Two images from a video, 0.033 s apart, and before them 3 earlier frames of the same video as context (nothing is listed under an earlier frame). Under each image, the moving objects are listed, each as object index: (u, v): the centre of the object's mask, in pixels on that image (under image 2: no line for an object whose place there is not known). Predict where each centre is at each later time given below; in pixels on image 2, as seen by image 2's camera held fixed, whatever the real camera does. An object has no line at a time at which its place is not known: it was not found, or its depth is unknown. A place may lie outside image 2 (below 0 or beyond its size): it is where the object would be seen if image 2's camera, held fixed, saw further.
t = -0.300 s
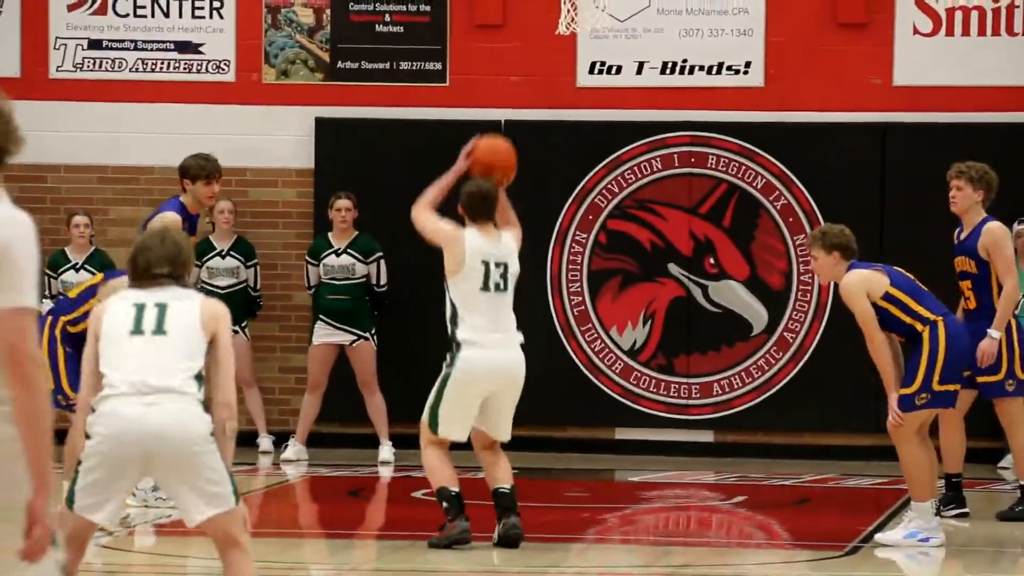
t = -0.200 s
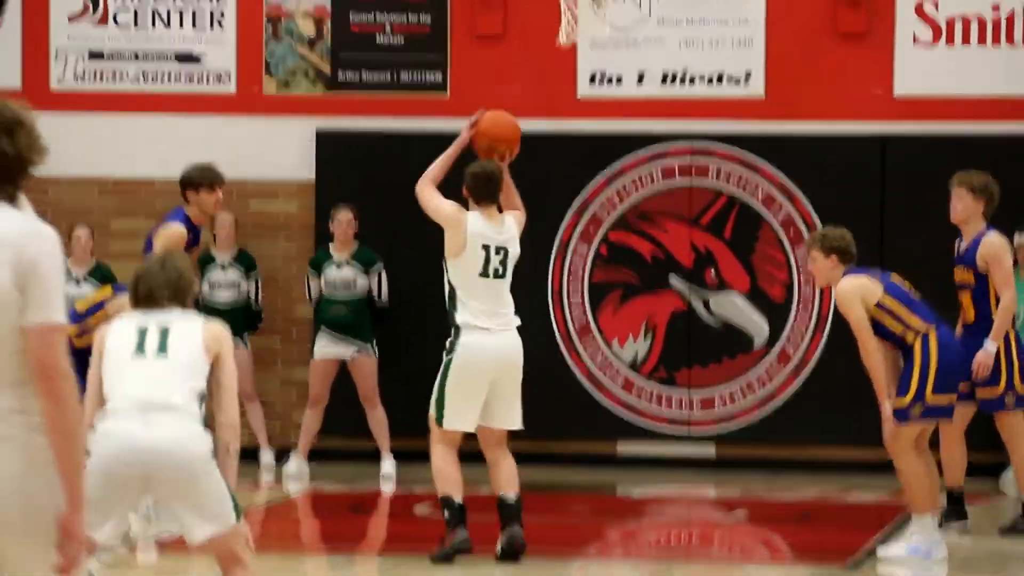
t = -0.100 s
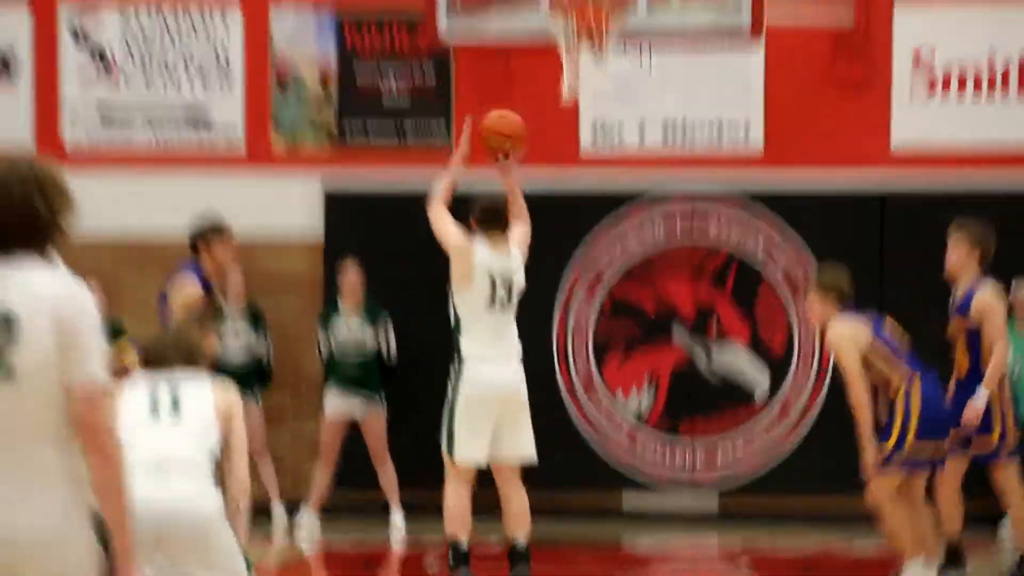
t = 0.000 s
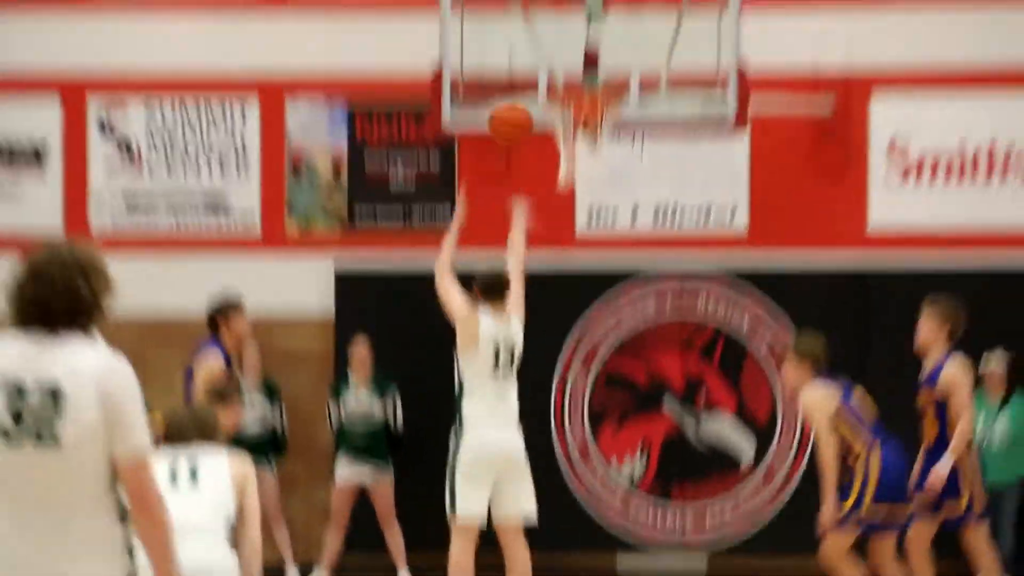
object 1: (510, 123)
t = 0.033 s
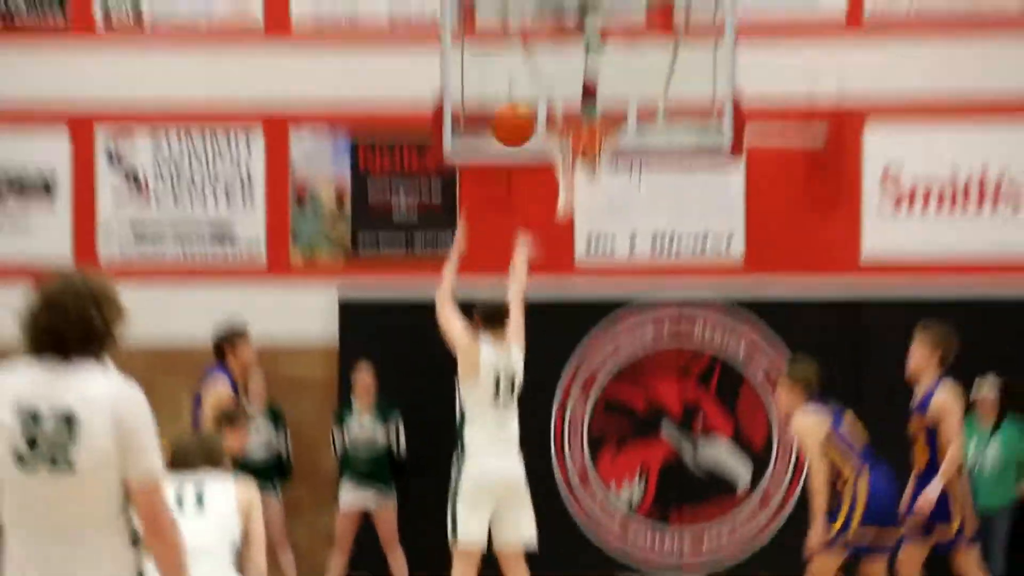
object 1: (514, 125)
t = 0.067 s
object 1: (517, 99)
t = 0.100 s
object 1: (518, 72)
